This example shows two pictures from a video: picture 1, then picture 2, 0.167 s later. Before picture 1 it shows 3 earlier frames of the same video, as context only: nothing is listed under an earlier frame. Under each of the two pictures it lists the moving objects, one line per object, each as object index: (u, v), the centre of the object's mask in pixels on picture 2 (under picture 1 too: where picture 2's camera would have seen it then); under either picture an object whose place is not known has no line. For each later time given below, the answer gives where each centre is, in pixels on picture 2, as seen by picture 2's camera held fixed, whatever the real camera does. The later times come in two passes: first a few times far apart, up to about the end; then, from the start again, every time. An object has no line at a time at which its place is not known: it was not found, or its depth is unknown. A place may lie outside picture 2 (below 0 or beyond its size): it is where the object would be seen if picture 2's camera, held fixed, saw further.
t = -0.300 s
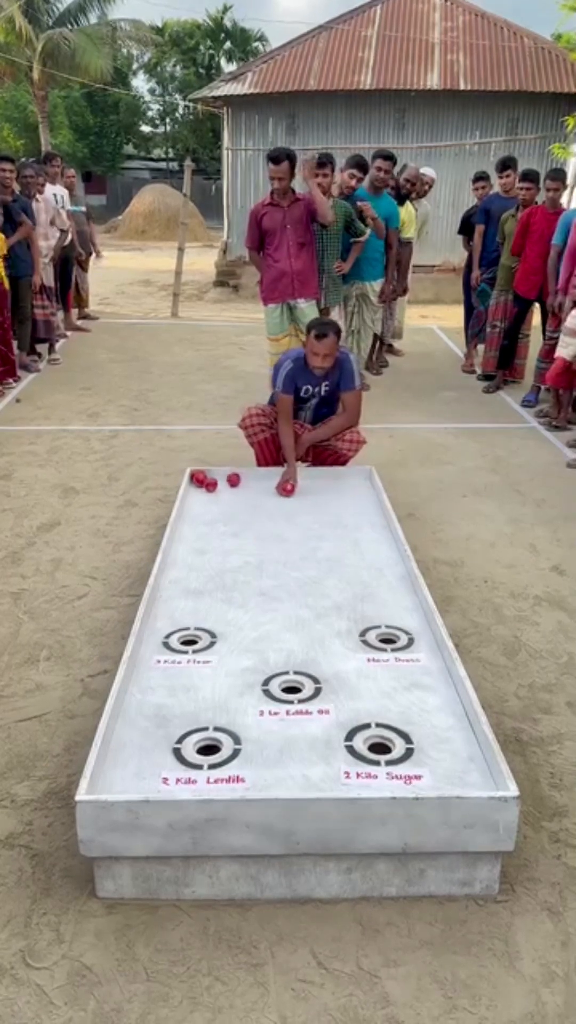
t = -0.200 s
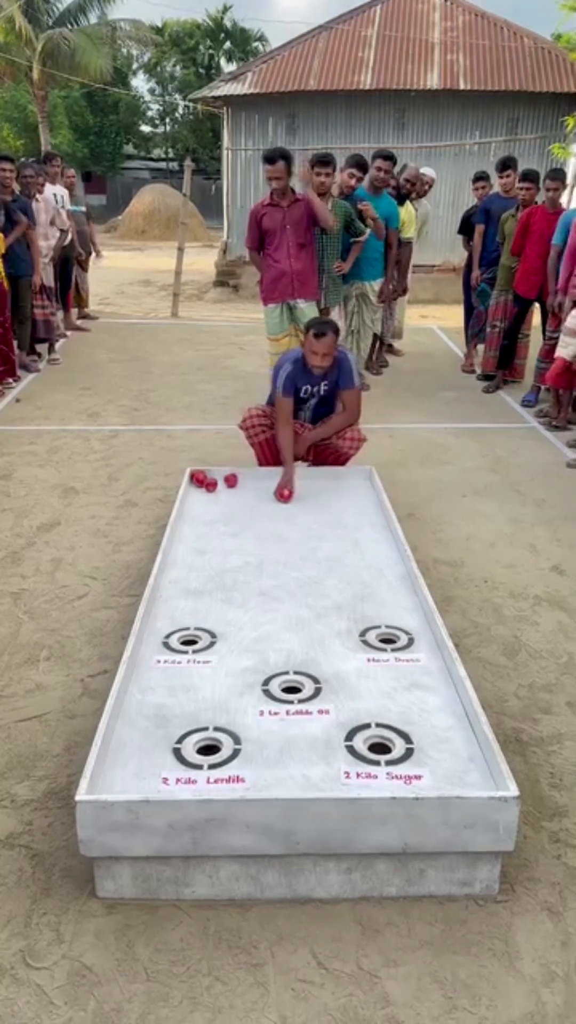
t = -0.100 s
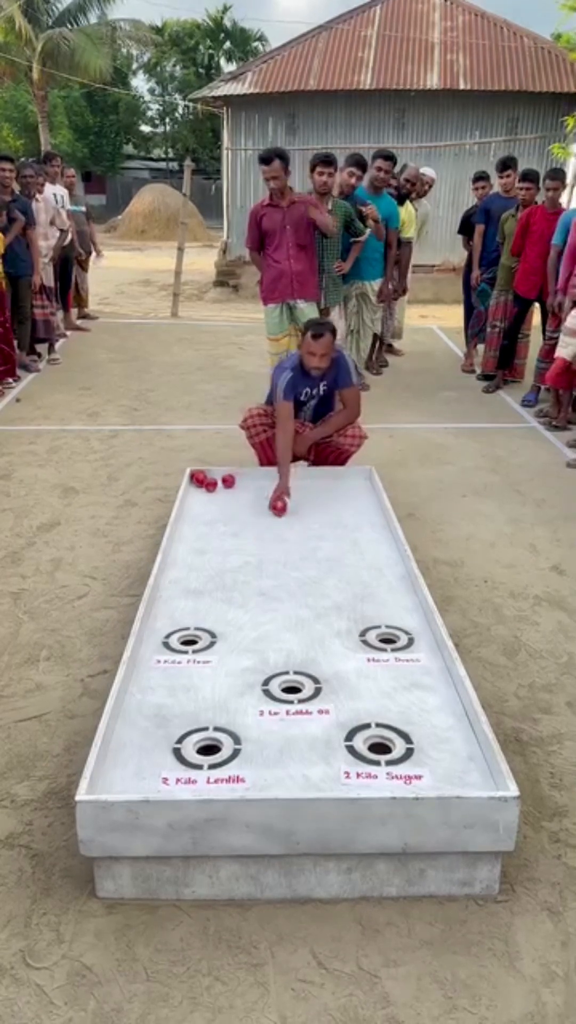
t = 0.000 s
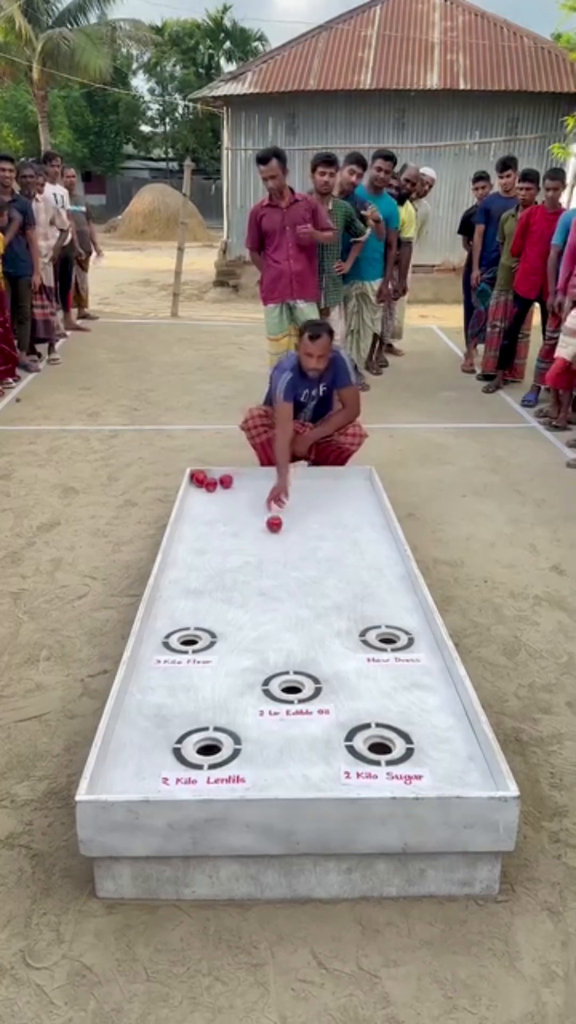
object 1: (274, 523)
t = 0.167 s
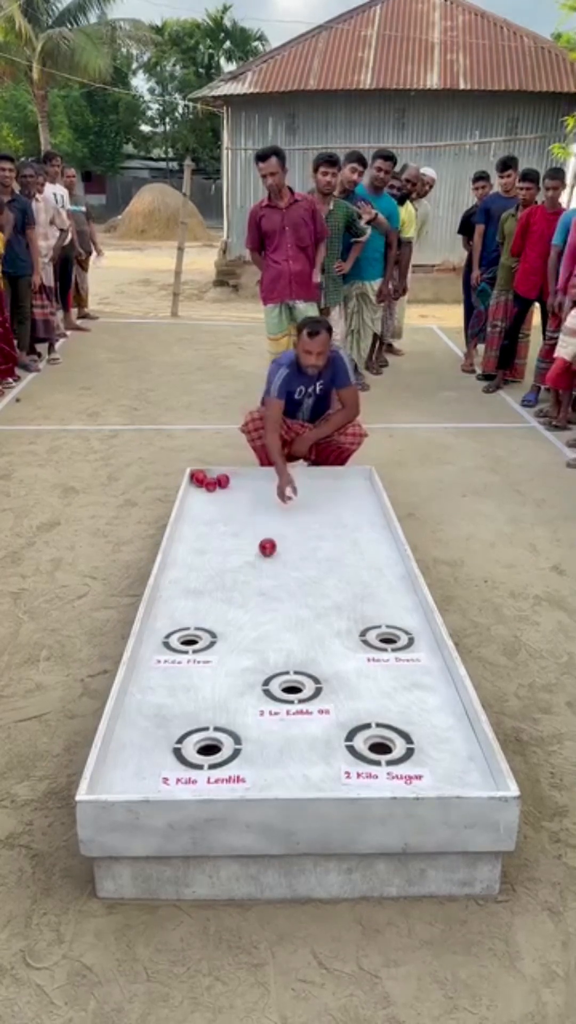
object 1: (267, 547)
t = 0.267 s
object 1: (263, 561)
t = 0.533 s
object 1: (249, 603)
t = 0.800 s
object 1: (234, 652)
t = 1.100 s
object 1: (212, 716)
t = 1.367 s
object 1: (226, 743)
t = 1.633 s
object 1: (251, 760)
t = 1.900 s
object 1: (276, 770)
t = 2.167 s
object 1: (301, 775)
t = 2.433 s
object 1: (324, 775)
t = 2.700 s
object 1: (345, 772)
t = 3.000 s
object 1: (362, 762)
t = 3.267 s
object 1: (374, 750)
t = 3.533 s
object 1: (382, 739)
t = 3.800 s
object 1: (380, 740)
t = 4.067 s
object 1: (380, 740)
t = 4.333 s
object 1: (380, 741)
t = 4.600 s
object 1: (381, 741)
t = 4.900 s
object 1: (381, 741)
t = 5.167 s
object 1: (381, 742)
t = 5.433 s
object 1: (381, 742)
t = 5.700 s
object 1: (381, 742)
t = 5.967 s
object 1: (382, 742)
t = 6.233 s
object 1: (381, 743)
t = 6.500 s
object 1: (382, 743)
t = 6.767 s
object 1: (382, 743)
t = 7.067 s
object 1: (382, 743)
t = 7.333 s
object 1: (382, 742)
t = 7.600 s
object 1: (382, 742)
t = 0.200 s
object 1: (266, 552)
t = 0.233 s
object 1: (264, 556)
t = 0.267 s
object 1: (263, 561)
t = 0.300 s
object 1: (261, 566)
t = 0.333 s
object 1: (260, 571)
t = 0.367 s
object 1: (258, 577)
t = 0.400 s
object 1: (256, 581)
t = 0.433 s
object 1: (255, 586)
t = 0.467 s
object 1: (253, 592)
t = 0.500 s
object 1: (251, 598)
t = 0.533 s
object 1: (249, 603)
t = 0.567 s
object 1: (248, 609)
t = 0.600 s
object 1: (246, 614)
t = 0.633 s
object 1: (244, 621)
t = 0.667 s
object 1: (242, 627)
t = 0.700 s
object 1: (240, 633)
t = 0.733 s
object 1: (238, 639)
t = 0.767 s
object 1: (236, 645)
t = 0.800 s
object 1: (234, 652)
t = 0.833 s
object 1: (231, 658)
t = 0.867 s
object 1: (229, 665)
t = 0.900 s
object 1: (227, 672)
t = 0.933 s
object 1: (224, 679)
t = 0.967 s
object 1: (222, 686)
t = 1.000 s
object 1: (220, 693)
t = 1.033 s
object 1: (217, 701)
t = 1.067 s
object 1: (215, 709)
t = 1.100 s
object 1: (212, 716)
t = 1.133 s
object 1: (209, 724)
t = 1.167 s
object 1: (207, 734)
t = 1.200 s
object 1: (207, 739)
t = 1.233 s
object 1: (210, 733)
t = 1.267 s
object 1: (215, 732)
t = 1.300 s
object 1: (219, 735)
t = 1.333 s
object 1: (223, 742)
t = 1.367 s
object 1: (226, 743)
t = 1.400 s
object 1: (229, 746)
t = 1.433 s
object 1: (231, 748)
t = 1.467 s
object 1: (235, 750)
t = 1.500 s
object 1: (238, 753)
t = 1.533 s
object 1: (241, 754)
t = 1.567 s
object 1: (244, 756)
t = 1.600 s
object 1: (247, 757)
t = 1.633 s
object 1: (251, 760)
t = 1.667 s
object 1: (253, 761)
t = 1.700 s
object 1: (257, 762)
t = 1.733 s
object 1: (260, 764)
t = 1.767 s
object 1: (263, 766)
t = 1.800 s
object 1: (266, 767)
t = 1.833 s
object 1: (269, 768)
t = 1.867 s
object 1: (273, 769)
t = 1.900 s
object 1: (276, 770)
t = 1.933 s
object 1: (279, 771)
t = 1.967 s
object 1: (283, 771)
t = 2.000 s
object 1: (286, 772)
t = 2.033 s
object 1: (289, 773)
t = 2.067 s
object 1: (292, 774)
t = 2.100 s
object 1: (295, 774)
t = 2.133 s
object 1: (298, 775)
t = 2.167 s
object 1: (301, 775)
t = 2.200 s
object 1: (304, 775)
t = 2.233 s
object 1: (307, 775)
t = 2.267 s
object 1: (310, 776)
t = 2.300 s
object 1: (313, 776)
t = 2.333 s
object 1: (315, 776)
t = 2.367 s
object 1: (318, 776)
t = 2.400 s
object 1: (321, 776)
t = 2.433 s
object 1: (324, 775)
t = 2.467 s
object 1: (327, 775)
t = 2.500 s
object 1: (330, 775)
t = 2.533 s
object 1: (333, 774)
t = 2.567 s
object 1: (335, 774)
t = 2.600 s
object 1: (337, 774)
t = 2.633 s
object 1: (340, 773)
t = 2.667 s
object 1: (342, 773)
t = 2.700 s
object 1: (345, 772)
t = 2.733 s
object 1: (347, 771)
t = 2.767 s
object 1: (348, 770)
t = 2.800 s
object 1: (350, 770)
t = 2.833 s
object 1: (352, 768)
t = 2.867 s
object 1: (354, 768)
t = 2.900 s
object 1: (356, 767)
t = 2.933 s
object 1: (358, 765)
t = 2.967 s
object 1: (359, 764)
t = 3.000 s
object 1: (362, 762)
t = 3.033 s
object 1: (363, 761)
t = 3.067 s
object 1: (365, 761)
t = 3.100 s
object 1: (367, 758)
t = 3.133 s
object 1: (368, 756)
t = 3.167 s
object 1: (369, 755)
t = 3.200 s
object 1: (371, 753)
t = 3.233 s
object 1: (373, 751)
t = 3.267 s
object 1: (374, 750)
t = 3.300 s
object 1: (375, 749)
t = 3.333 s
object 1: (377, 746)
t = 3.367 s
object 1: (379, 745)
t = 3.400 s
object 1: (380, 743)
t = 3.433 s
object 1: (381, 742)
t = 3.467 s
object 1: (382, 741)
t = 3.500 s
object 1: (383, 740)
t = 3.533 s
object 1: (382, 739)
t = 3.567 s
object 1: (378, 739)
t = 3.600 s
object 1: (378, 739)
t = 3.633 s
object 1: (378, 739)
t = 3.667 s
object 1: (379, 739)
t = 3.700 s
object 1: (380, 740)
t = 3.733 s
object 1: (380, 740)
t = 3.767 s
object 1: (380, 740)
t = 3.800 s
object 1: (380, 740)
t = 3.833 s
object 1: (380, 740)
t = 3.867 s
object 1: (380, 740)
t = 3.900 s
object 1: (380, 740)
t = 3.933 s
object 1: (380, 740)
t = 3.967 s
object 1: (380, 740)
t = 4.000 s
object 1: (380, 740)
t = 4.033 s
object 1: (380, 740)
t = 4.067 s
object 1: (380, 740)
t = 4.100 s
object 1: (380, 741)
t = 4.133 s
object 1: (381, 741)
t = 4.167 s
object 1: (380, 741)
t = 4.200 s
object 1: (380, 741)
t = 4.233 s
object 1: (380, 741)
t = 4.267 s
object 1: (381, 741)
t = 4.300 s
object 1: (380, 741)
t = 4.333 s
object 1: (380, 741)
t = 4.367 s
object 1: (380, 741)
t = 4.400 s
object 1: (380, 741)
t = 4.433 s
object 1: (381, 741)
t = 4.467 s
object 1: (381, 742)
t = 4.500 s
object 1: (381, 741)
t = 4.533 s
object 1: (381, 741)
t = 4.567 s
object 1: (381, 741)
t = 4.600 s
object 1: (381, 741)
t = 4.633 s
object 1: (381, 741)
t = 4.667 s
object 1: (381, 741)
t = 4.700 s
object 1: (381, 741)
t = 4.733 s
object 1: (381, 742)
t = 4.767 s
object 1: (381, 742)
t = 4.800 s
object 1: (381, 742)
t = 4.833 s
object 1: (381, 741)
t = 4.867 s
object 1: (381, 741)
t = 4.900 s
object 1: (381, 741)
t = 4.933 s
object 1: (381, 742)
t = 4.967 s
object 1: (381, 742)
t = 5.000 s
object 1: (381, 741)
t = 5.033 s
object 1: (381, 742)
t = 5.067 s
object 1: (381, 742)
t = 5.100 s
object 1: (381, 741)
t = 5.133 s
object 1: (381, 741)
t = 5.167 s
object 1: (381, 742)
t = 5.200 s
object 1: (381, 742)
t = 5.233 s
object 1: (381, 742)
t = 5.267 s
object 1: (381, 742)
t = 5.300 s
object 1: (381, 742)
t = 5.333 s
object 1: (381, 742)
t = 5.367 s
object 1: (381, 741)
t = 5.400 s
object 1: (381, 742)
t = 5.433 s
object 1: (381, 742)
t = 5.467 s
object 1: (381, 742)
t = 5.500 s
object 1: (381, 742)
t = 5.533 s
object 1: (381, 742)
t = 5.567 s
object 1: (381, 742)
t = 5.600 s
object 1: (381, 742)
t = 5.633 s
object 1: (381, 742)
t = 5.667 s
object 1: (381, 742)
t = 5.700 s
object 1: (381, 742)
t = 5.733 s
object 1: (381, 742)
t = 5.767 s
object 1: (381, 742)
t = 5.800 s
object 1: (381, 742)
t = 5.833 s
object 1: (381, 742)
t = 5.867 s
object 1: (381, 742)
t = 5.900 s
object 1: (381, 742)
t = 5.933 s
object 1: (381, 743)
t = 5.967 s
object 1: (382, 742)
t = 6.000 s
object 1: (381, 742)
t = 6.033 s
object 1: (382, 742)
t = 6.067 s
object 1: (381, 743)
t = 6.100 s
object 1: (381, 743)
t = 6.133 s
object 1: (381, 743)
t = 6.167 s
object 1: (382, 743)
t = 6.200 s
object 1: (381, 743)
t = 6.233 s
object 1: (381, 743)
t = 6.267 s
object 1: (382, 742)
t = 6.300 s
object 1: (382, 742)
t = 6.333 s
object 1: (382, 743)
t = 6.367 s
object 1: (381, 743)
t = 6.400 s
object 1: (382, 743)
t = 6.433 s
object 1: (382, 743)
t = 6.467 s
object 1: (382, 743)
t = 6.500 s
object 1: (382, 743)
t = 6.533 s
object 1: (382, 743)
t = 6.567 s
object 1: (382, 743)
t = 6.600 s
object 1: (382, 743)
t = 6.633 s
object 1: (382, 743)
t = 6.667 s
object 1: (382, 743)
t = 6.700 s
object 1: (381, 743)
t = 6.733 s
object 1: (382, 742)
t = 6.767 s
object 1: (382, 743)
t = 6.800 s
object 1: (381, 743)
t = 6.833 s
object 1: (382, 743)
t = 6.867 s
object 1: (382, 743)
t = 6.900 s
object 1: (382, 743)
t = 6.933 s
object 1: (381, 743)
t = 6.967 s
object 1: (382, 742)
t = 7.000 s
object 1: (381, 743)
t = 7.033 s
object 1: (382, 742)
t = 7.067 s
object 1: (382, 743)
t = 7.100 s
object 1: (382, 743)
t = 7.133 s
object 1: (382, 743)
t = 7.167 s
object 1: (382, 743)
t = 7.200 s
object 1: (382, 743)
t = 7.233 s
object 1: (382, 743)
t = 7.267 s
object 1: (382, 742)
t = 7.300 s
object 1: (382, 742)
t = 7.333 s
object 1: (382, 742)
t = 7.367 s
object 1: (382, 742)
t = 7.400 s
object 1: (382, 742)
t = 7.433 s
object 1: (382, 742)
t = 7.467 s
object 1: (381, 742)
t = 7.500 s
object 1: (382, 742)
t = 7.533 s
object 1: (382, 742)
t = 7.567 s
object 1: (382, 742)
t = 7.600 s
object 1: (382, 742)
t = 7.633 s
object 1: (382, 742)
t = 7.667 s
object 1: (382, 742)
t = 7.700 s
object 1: (382, 742)
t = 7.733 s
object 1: (382, 742)
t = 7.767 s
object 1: (382, 742)
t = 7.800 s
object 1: (382, 742)
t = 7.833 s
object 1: (382, 742)
